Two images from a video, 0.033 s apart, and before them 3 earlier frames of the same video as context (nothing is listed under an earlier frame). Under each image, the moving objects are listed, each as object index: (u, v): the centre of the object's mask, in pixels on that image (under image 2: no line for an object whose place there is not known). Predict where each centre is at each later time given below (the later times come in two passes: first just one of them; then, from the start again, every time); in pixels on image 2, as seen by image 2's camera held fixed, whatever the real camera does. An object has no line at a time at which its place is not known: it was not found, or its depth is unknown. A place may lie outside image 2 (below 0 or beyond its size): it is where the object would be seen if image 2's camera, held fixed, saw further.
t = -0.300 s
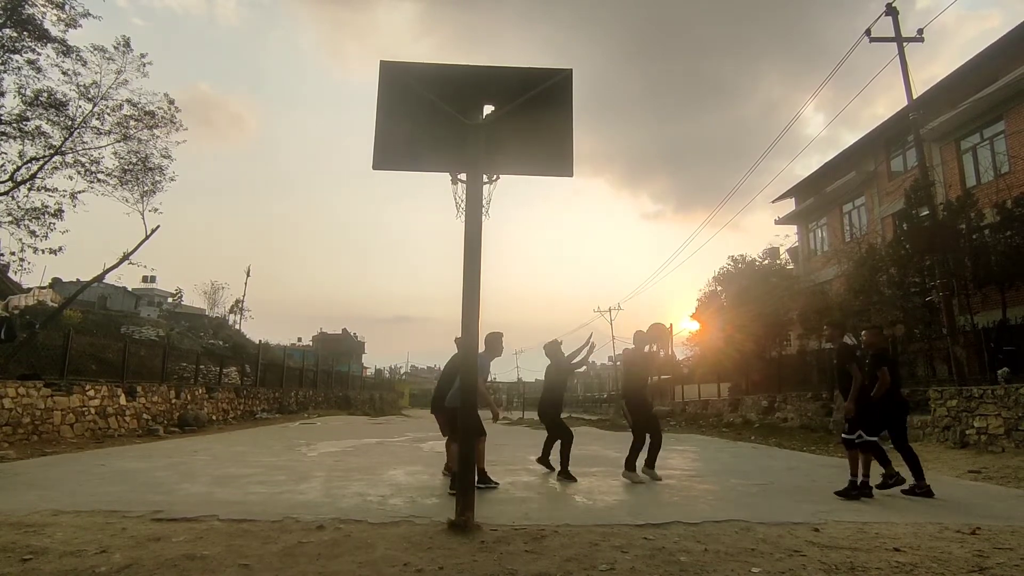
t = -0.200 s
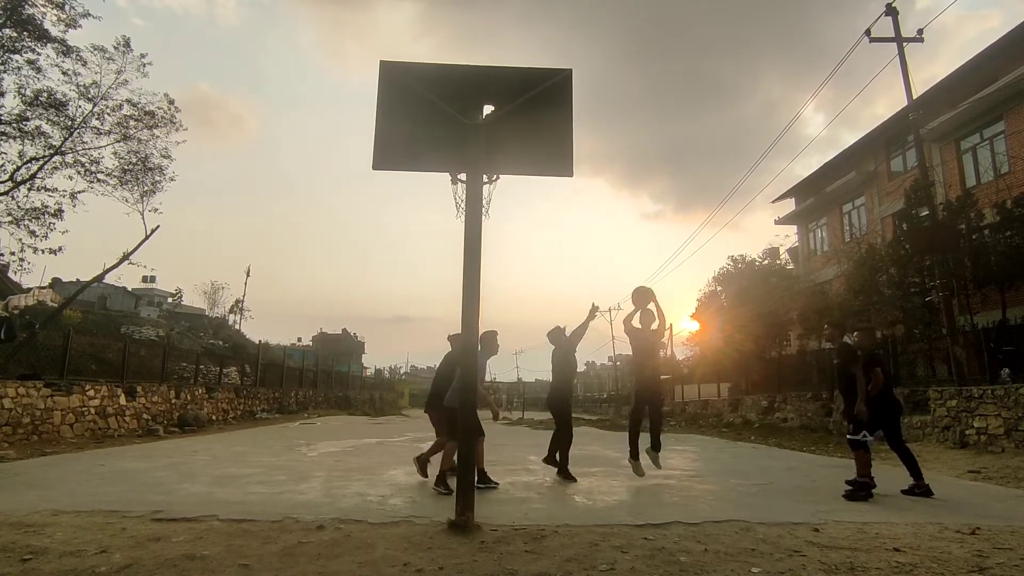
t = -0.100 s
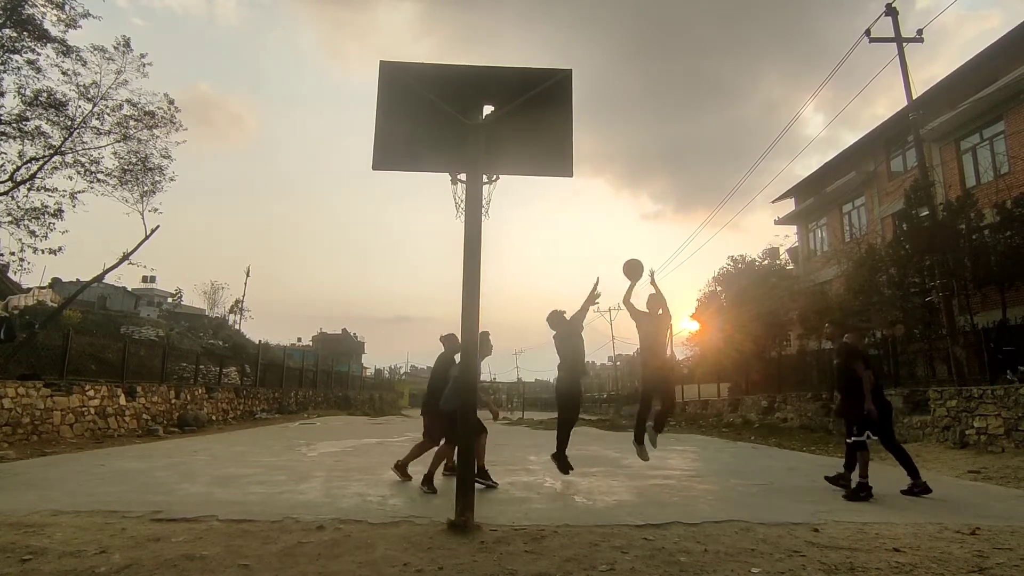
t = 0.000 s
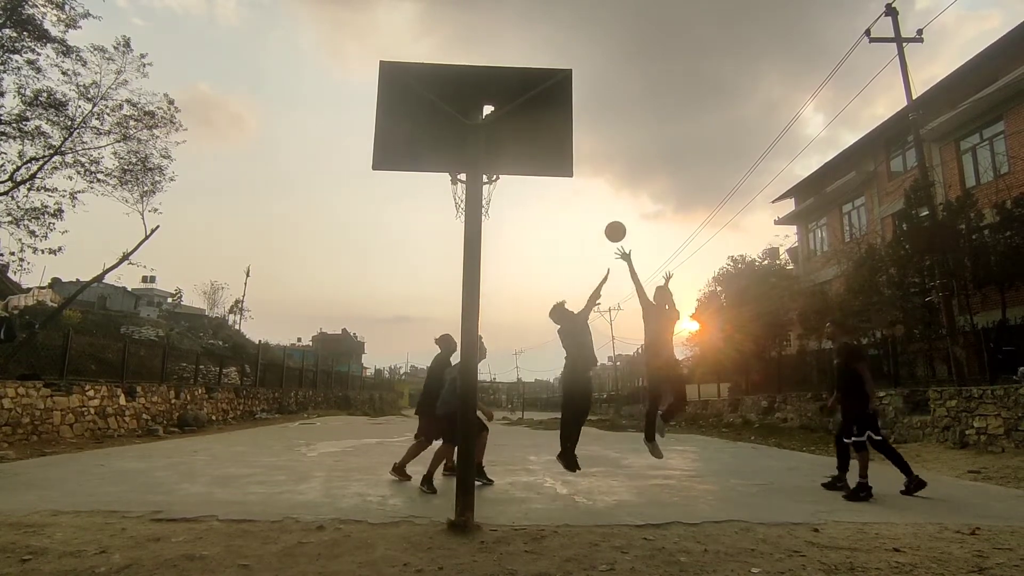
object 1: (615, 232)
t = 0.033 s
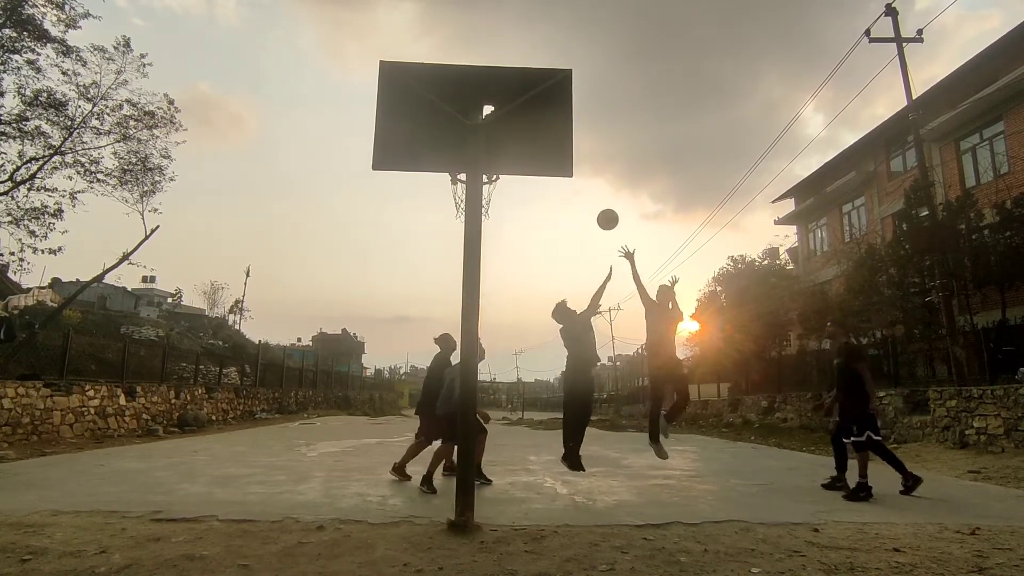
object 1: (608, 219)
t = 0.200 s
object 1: (569, 172)
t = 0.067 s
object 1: (600, 208)
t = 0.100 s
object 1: (592, 197)
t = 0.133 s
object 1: (584, 187)
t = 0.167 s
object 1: (576, 179)
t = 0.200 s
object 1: (569, 172)
